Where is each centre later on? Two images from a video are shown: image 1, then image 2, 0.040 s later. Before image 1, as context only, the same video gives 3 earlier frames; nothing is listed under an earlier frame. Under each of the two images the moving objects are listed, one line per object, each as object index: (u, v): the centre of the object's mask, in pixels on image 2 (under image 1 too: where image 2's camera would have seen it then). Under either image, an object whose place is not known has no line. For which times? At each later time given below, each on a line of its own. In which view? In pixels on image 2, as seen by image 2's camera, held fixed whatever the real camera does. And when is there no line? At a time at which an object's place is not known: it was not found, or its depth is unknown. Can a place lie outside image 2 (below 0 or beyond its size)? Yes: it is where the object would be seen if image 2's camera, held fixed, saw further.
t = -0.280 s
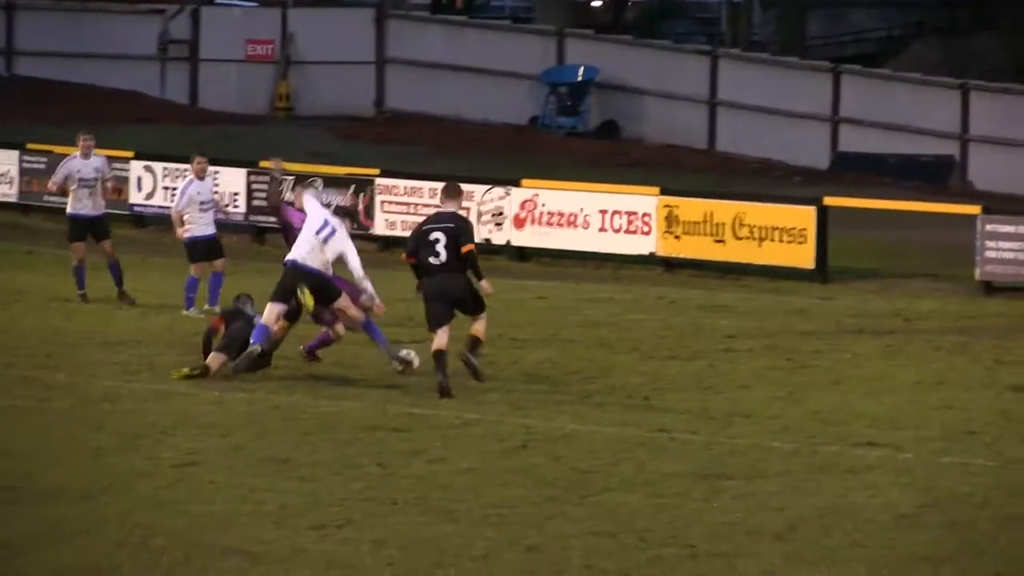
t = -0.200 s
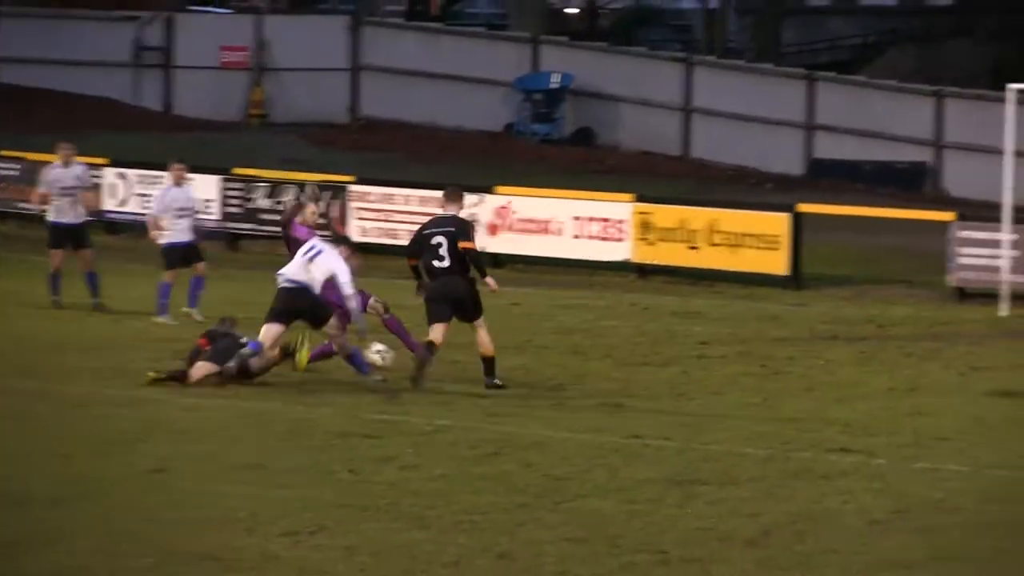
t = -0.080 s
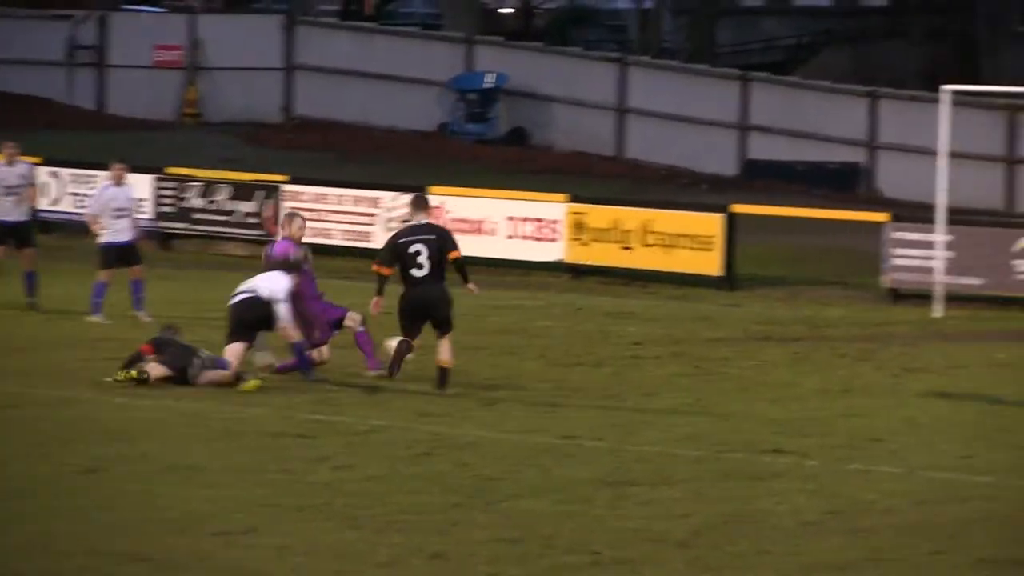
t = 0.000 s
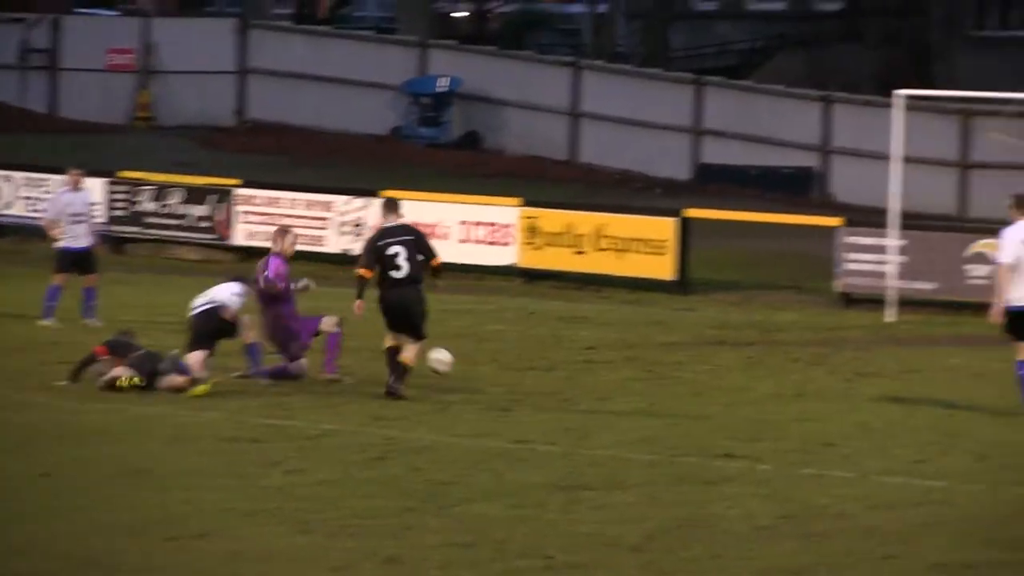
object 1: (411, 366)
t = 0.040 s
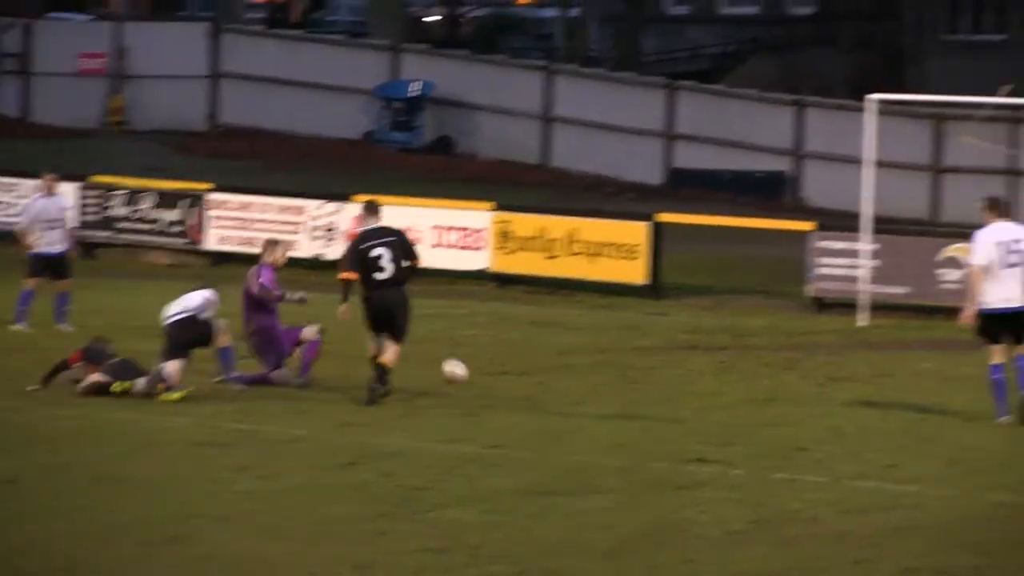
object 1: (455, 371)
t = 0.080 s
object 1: (492, 368)
